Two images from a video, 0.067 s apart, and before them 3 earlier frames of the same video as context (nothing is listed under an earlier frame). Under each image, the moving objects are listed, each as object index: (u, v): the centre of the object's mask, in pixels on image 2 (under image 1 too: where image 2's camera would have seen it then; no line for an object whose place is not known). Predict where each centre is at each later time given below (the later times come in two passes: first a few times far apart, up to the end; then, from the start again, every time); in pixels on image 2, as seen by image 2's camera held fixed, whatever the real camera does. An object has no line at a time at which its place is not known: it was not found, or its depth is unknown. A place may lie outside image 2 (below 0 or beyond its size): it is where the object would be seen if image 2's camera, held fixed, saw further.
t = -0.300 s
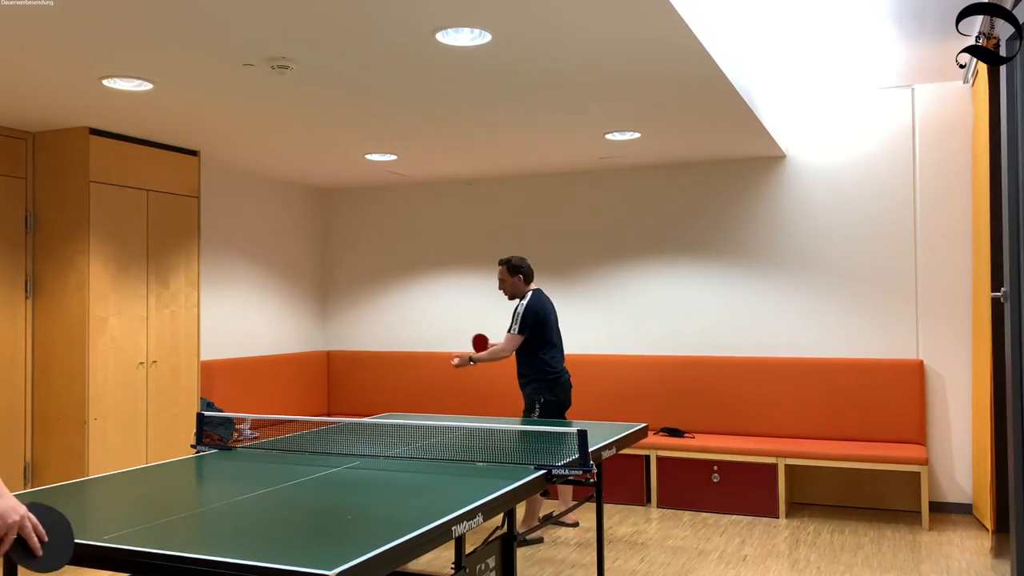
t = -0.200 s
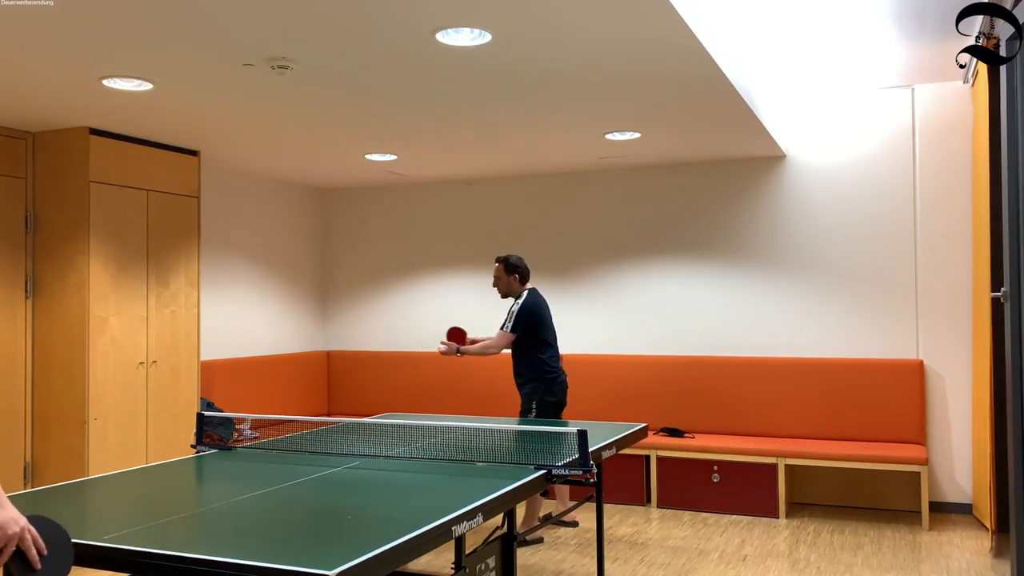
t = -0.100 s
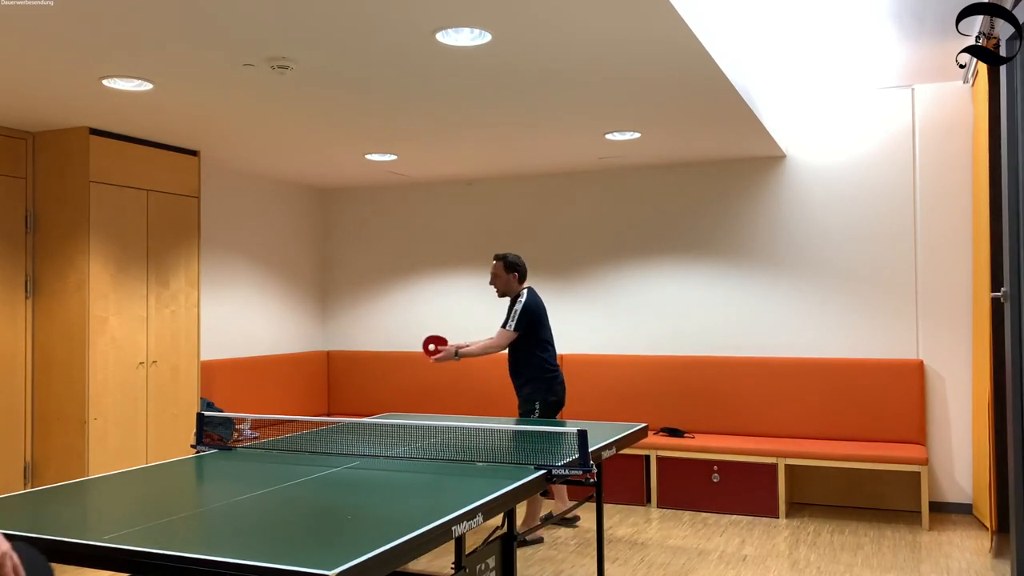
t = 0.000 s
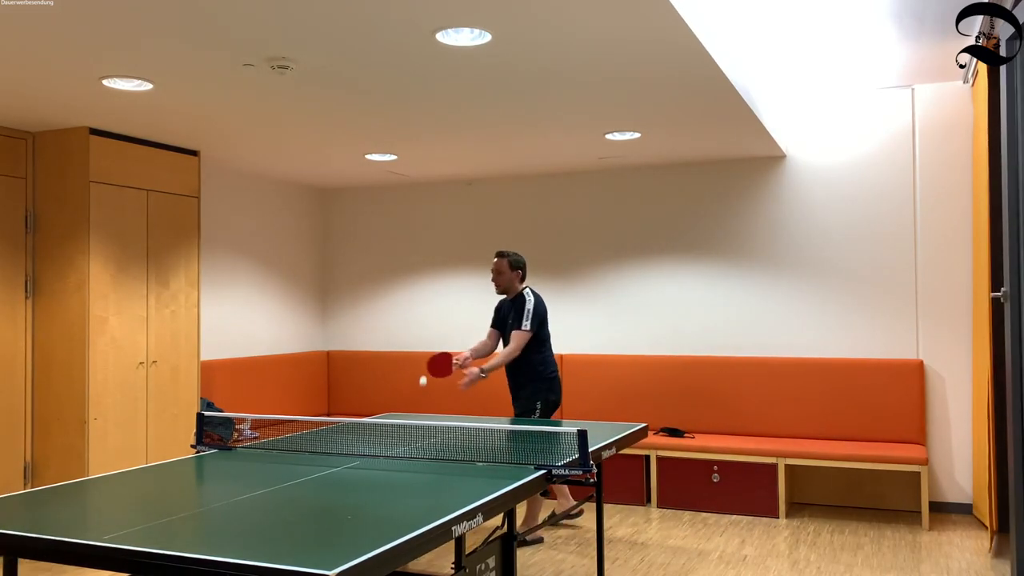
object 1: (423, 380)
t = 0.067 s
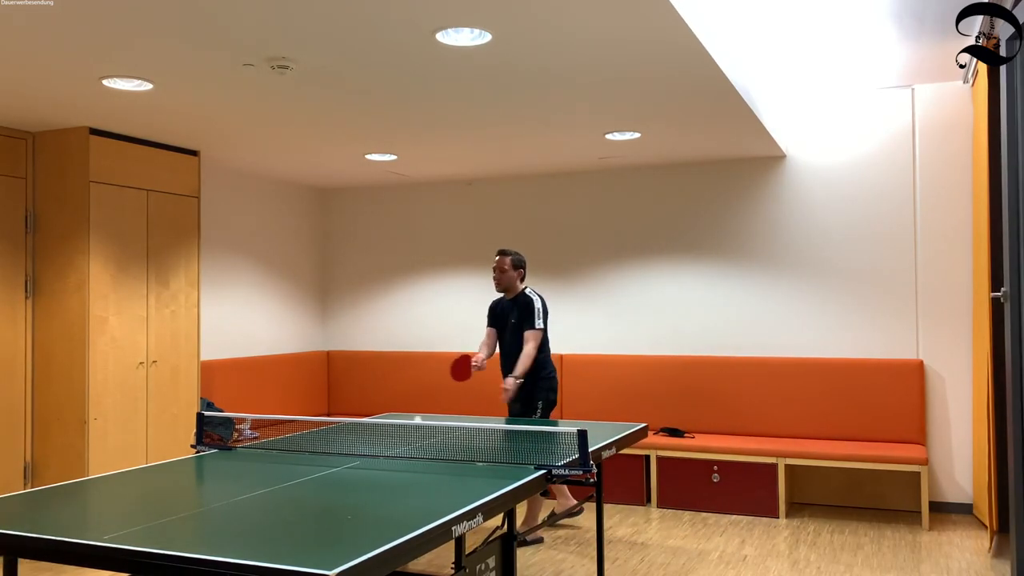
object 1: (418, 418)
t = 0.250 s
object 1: (402, 363)
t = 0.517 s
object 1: (362, 441)
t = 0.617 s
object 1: (342, 491)
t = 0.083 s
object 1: (416, 411)
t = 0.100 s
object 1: (415, 405)
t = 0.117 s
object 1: (414, 398)
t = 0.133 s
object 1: (413, 392)
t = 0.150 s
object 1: (411, 386)
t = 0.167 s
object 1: (410, 380)
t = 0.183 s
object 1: (408, 376)
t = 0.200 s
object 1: (407, 372)
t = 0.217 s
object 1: (405, 368)
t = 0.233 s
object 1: (403, 365)
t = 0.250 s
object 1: (402, 363)
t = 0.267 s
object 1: (400, 362)
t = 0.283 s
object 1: (398, 361)
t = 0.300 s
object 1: (396, 360)
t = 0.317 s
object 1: (394, 361)
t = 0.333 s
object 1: (392, 362)
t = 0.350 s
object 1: (390, 364)
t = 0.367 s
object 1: (387, 367)
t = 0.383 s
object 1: (385, 371)
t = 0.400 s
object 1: (382, 376)
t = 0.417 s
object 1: (380, 382)
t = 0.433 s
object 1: (377, 389)
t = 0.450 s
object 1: (374, 397)
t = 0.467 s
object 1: (371, 406)
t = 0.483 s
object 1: (369, 415)
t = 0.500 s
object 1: (365, 428)
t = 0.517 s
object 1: (362, 441)
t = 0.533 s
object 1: (358, 456)
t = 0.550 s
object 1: (355, 473)
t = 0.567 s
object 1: (351, 490)
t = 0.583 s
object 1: (348, 508)
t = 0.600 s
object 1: (345, 500)
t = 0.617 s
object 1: (342, 491)
